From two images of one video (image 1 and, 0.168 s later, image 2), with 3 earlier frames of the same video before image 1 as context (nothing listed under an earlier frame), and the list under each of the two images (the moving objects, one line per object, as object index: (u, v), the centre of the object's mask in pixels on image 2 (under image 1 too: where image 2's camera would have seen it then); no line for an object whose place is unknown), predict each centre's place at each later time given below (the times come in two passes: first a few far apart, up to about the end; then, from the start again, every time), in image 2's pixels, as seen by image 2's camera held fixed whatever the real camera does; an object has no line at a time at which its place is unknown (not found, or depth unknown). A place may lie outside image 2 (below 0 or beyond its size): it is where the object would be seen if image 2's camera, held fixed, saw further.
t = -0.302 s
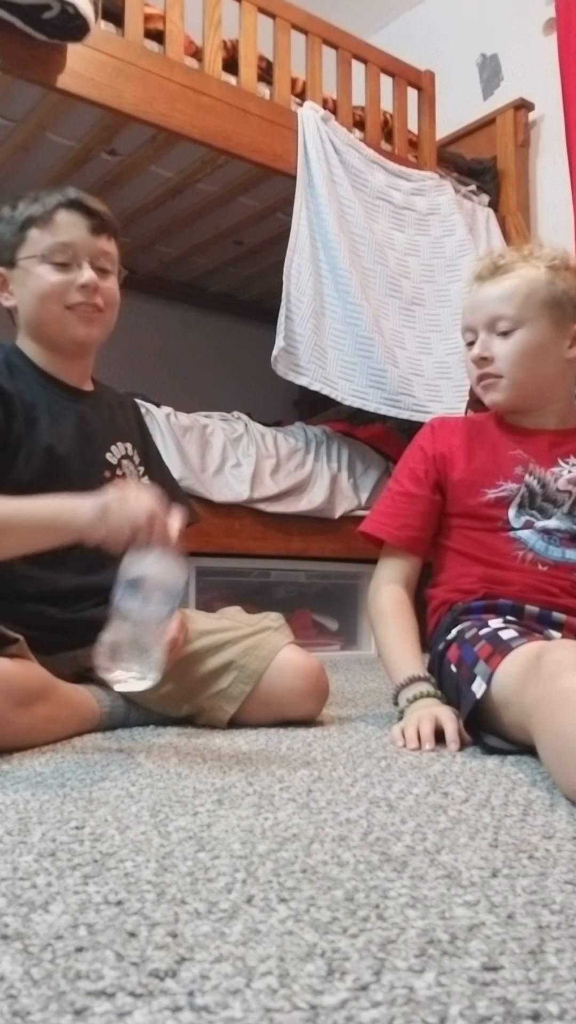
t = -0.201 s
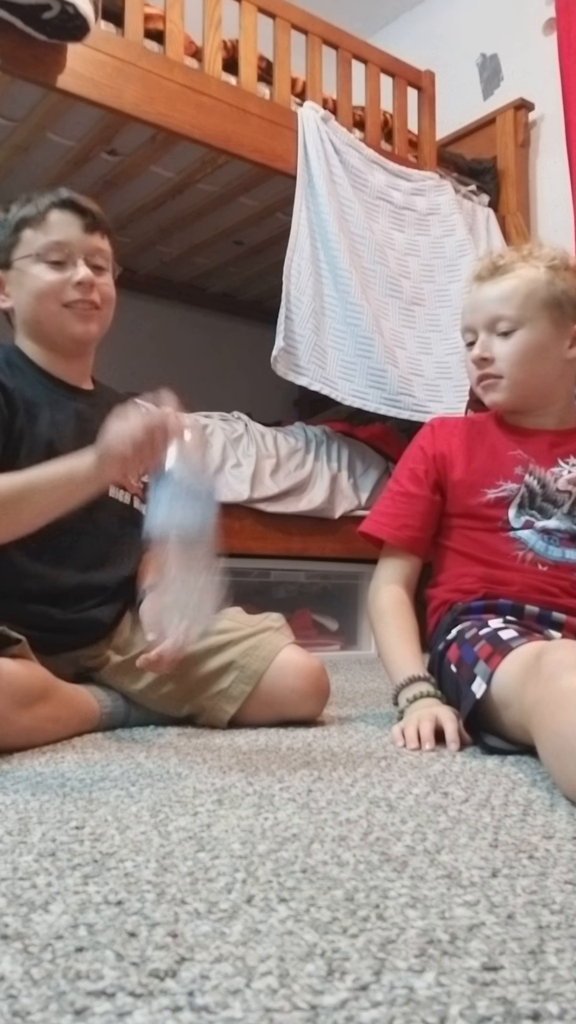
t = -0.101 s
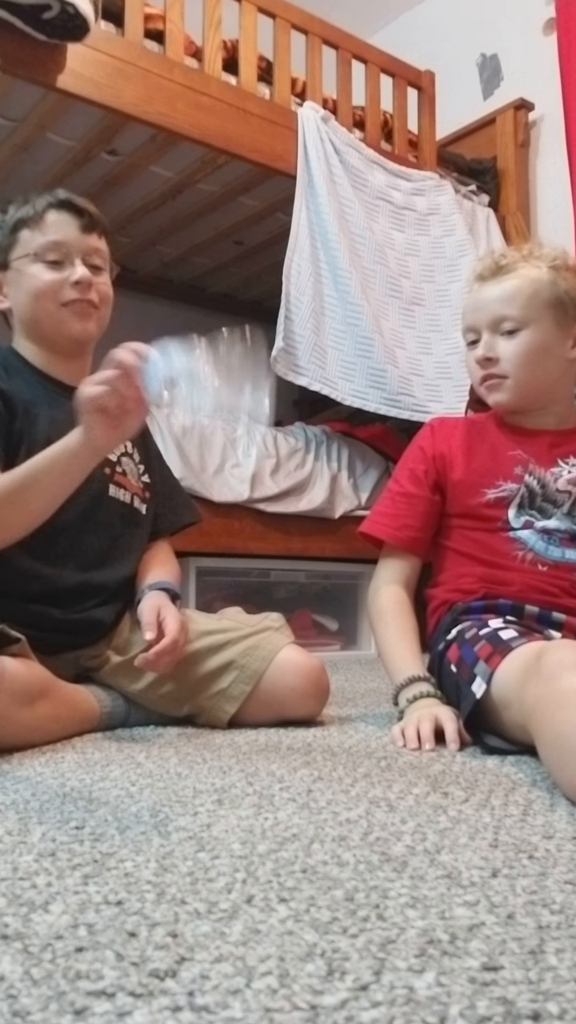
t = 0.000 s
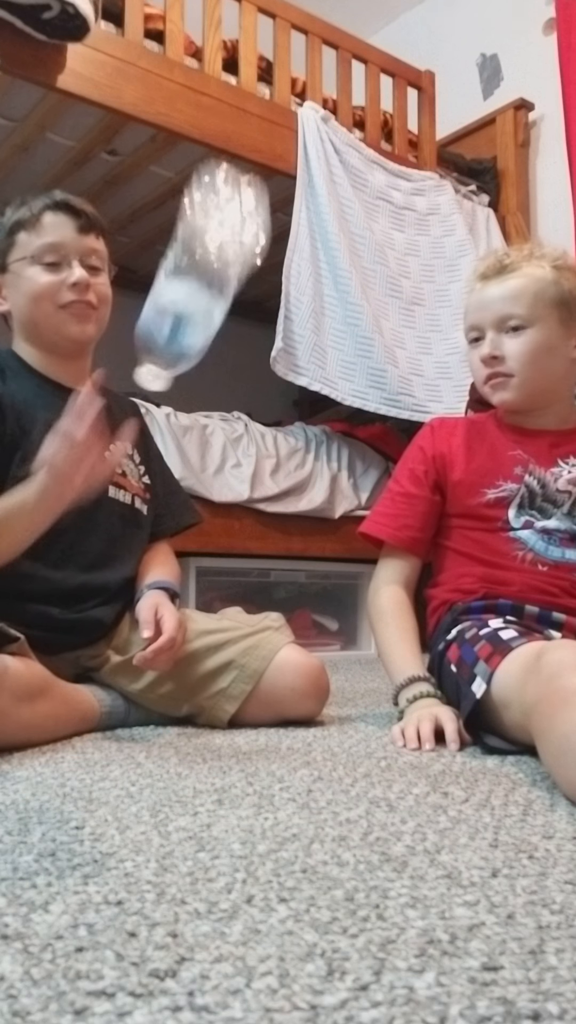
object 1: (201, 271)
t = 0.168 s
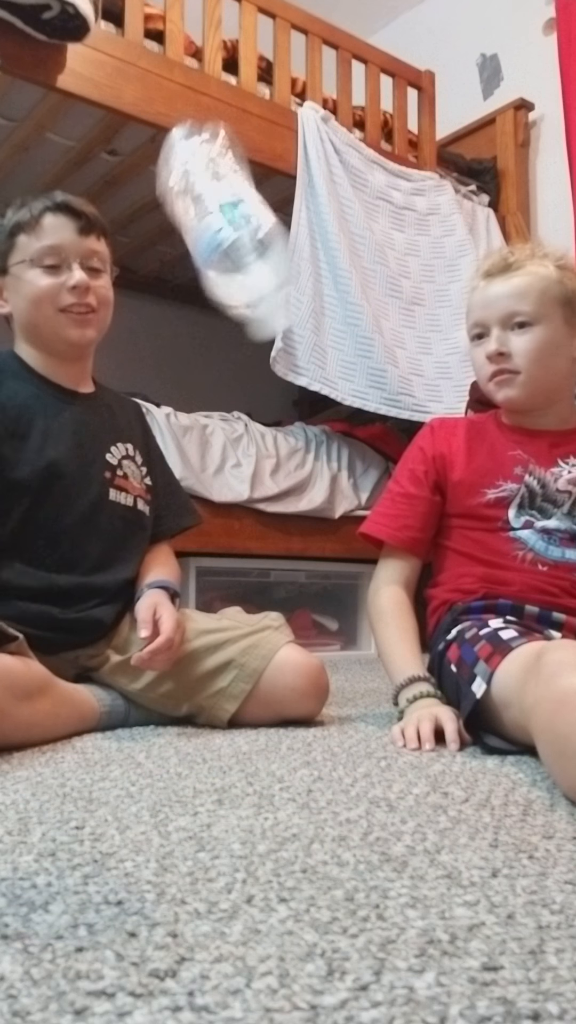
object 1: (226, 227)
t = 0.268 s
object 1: (226, 325)
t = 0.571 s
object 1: (249, 807)
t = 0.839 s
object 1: (226, 813)
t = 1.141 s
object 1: (233, 810)
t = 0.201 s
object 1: (228, 238)
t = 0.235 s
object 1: (228, 273)
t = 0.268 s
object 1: (226, 325)
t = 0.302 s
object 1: (220, 386)
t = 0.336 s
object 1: (233, 474)
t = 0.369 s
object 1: (224, 591)
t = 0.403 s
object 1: (204, 735)
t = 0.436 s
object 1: (223, 767)
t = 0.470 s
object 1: (240, 807)
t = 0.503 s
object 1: (252, 814)
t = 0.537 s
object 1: (261, 816)
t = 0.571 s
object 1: (249, 807)
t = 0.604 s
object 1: (239, 809)
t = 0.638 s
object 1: (234, 809)
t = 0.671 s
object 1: (240, 816)
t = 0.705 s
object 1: (232, 810)
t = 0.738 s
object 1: (233, 811)
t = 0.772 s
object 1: (231, 812)
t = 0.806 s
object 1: (227, 812)
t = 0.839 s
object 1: (226, 813)
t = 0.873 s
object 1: (230, 816)
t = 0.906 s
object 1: (229, 815)
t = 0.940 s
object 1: (229, 814)
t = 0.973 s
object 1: (230, 814)
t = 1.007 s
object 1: (227, 811)
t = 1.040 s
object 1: (227, 811)
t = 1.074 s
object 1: (229, 811)
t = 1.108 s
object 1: (231, 810)
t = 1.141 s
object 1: (233, 810)
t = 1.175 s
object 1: (234, 810)
